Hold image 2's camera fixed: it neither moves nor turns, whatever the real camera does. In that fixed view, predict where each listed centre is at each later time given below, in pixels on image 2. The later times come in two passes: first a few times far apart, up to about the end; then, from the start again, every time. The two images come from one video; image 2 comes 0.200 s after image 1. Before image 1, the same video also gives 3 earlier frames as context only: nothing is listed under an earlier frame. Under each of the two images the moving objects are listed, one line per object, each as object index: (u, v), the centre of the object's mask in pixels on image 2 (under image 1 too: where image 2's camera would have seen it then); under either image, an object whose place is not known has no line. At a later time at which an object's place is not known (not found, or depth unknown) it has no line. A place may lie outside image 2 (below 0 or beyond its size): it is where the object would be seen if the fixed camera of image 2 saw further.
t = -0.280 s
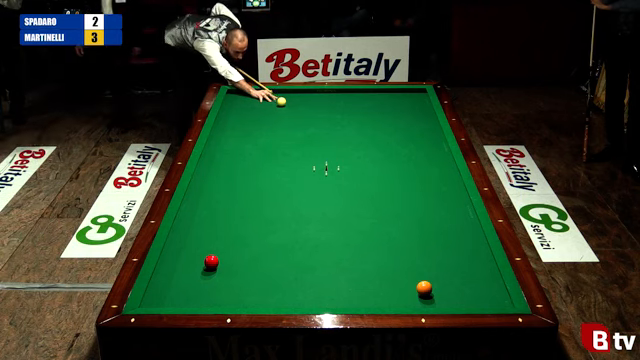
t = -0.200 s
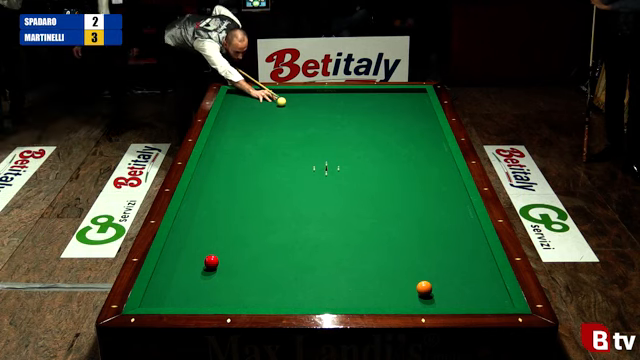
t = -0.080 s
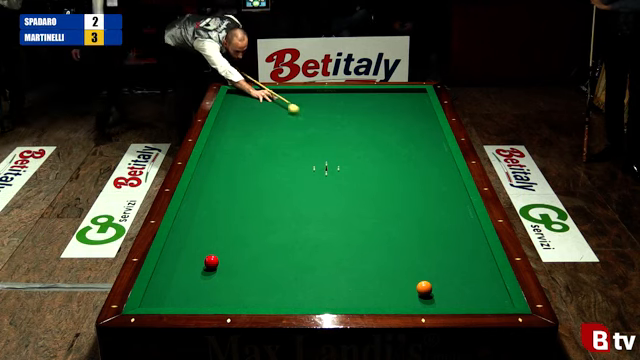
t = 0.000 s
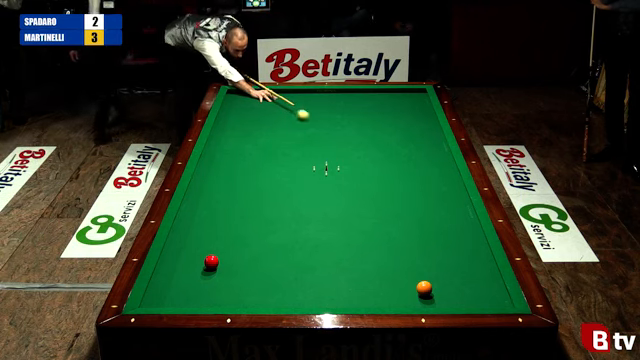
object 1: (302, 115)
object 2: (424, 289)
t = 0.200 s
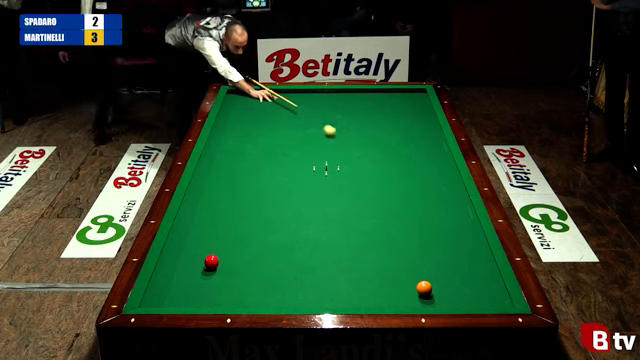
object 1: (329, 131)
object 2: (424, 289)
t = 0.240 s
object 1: (335, 134)
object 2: (424, 289)
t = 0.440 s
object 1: (365, 153)
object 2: (424, 288)
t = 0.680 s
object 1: (407, 178)
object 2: (424, 288)
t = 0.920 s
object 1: (456, 208)
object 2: (424, 289)
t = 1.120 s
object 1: (459, 233)
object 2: (424, 289)
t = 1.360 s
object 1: (445, 264)
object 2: (424, 289)
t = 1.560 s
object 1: (444, 291)
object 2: (412, 292)
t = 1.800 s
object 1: (454, 294)
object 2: (382, 300)
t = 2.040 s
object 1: (457, 279)
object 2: (356, 301)
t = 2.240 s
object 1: (460, 267)
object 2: (336, 298)
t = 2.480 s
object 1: (463, 254)
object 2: (314, 293)
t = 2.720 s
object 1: (465, 242)
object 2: (292, 289)
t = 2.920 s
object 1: (467, 233)
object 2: (276, 285)
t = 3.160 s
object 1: (469, 222)
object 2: (256, 281)
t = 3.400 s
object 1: (468, 213)
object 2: (237, 277)
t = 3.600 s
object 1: (463, 207)
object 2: (223, 275)
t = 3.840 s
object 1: (458, 199)
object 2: (206, 271)
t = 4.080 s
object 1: (452, 192)
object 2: (190, 267)
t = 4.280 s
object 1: (448, 187)
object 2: (177, 264)
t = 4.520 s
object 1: (443, 181)
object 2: (165, 261)
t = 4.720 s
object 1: (439, 176)
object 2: (173, 260)
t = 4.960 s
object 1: (435, 171)
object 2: (182, 258)
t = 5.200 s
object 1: (431, 166)
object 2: (190, 256)
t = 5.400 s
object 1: (428, 162)
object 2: (196, 255)
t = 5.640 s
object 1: (425, 158)
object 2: (203, 253)
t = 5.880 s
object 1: (422, 153)
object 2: (209, 251)
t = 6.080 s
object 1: (419, 150)
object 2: (215, 250)
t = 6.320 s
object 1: (416, 146)
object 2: (221, 250)
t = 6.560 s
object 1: (414, 143)
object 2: (226, 249)
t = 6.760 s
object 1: (412, 140)
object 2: (229, 248)
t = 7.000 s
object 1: (409, 137)
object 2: (234, 247)
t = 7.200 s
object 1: (408, 135)
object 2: (237, 246)
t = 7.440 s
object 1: (405, 132)
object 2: (240, 246)
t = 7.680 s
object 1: (403, 130)
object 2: (243, 245)
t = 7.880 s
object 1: (402, 128)
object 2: (245, 245)
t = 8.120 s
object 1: (400, 126)
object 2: (247, 245)
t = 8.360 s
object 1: (398, 124)
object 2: (248, 245)
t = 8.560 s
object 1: (397, 123)
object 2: (249, 245)
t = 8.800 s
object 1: (396, 121)
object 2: (249, 245)
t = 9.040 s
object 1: (394, 120)
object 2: (249, 245)
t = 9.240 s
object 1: (393, 119)
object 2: (249, 245)
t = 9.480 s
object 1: (392, 117)
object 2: (249, 245)
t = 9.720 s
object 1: (392, 117)
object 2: (249, 245)
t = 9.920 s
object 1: (391, 116)
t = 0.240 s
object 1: (335, 134)
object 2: (424, 289)
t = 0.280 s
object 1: (341, 138)
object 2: (424, 289)
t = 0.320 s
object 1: (347, 142)
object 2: (424, 289)
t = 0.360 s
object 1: (353, 145)
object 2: (424, 289)
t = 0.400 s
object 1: (359, 149)
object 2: (424, 288)
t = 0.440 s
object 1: (365, 153)
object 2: (424, 288)
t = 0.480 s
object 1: (372, 157)
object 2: (424, 288)
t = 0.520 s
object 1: (379, 161)
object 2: (424, 288)
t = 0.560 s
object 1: (385, 165)
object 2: (424, 288)
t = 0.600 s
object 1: (392, 169)
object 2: (424, 288)
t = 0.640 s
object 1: (400, 174)
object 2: (424, 288)
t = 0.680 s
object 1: (407, 178)
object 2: (424, 288)
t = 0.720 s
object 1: (414, 183)
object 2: (424, 288)
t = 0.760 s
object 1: (422, 188)
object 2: (424, 288)
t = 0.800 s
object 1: (430, 193)
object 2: (424, 288)
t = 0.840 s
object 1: (439, 198)
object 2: (424, 288)
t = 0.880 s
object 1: (447, 203)
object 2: (424, 289)
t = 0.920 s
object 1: (456, 208)
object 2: (424, 289)
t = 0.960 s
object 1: (464, 214)
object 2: (424, 288)
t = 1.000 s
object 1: (470, 219)
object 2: (424, 289)
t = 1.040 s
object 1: (466, 223)
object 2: (424, 289)
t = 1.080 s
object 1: (462, 228)
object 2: (424, 288)
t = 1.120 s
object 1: (459, 233)
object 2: (424, 289)
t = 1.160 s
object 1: (456, 238)
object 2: (424, 289)
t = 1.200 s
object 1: (454, 243)
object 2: (424, 288)
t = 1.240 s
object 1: (452, 248)
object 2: (424, 289)
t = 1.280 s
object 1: (450, 253)
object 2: (424, 289)
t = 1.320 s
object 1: (448, 259)
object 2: (424, 289)
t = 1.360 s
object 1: (445, 264)
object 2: (424, 289)
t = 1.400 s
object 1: (443, 270)
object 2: (424, 289)
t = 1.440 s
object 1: (440, 276)
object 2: (424, 289)
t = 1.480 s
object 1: (438, 282)
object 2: (424, 289)
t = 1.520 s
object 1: (440, 287)
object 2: (419, 290)
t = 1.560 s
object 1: (444, 291)
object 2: (412, 292)
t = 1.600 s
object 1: (447, 296)
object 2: (407, 294)
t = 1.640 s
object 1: (450, 299)
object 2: (401, 296)
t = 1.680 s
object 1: (453, 302)
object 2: (397, 297)
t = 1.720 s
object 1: (453, 299)
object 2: (392, 298)
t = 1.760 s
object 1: (453, 297)
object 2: (387, 299)
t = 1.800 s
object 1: (454, 294)
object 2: (382, 300)
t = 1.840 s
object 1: (455, 291)
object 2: (377, 301)
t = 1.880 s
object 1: (455, 289)
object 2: (372, 302)
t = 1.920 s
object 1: (456, 286)
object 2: (368, 302)
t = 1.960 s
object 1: (456, 284)
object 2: (364, 301)
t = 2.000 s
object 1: (457, 281)
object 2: (360, 301)
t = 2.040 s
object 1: (457, 279)
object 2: (356, 301)
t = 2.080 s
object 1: (458, 276)
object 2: (352, 300)
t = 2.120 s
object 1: (458, 274)
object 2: (348, 300)
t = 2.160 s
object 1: (459, 272)
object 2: (344, 299)
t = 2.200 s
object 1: (459, 269)
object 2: (340, 299)
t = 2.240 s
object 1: (460, 267)
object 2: (336, 298)
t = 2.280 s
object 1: (460, 265)
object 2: (332, 298)
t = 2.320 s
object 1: (461, 263)
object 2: (329, 297)
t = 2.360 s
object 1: (461, 260)
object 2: (325, 296)
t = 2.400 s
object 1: (462, 258)
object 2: (321, 295)
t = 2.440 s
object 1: (462, 256)
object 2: (317, 294)
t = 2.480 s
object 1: (463, 254)
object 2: (314, 293)
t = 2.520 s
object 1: (463, 252)
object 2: (310, 292)
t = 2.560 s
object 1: (463, 250)
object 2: (307, 292)
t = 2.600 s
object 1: (464, 248)
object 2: (303, 291)
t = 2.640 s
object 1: (464, 246)
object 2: (299, 290)
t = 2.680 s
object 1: (465, 244)
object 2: (296, 289)
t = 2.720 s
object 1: (465, 242)
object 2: (292, 289)
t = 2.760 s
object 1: (465, 240)
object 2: (289, 288)
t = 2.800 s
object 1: (466, 238)
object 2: (286, 287)
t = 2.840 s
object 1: (466, 236)
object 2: (282, 286)
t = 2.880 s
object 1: (467, 235)
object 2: (279, 286)
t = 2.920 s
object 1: (467, 233)
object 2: (276, 285)
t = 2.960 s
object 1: (467, 231)
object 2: (272, 284)
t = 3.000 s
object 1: (467, 229)
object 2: (269, 284)
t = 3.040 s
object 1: (468, 227)
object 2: (266, 283)
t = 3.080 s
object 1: (468, 226)
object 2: (263, 283)
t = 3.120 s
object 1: (468, 224)
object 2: (259, 282)
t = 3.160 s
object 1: (469, 222)
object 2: (256, 281)
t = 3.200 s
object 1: (469, 221)
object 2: (253, 280)
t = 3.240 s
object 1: (469, 219)
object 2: (250, 280)
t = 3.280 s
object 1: (470, 218)
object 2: (247, 279)
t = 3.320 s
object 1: (470, 216)
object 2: (244, 279)
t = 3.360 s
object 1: (469, 215)
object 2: (240, 278)
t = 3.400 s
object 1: (468, 213)
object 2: (237, 277)
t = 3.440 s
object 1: (467, 212)
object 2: (234, 277)
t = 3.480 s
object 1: (466, 210)
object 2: (232, 276)
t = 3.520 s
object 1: (465, 209)
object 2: (229, 275)
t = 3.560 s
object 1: (464, 208)
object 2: (226, 275)
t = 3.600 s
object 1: (463, 207)
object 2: (223, 275)
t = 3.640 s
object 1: (462, 205)
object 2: (220, 274)
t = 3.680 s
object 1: (461, 204)
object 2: (217, 273)
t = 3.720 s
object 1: (460, 203)
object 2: (214, 272)
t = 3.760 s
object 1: (459, 202)
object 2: (211, 272)
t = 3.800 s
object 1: (458, 200)
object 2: (208, 271)
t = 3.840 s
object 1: (458, 199)
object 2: (206, 271)
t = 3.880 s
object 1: (457, 198)
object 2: (203, 270)
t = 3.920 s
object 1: (456, 197)
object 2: (200, 270)
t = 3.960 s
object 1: (455, 196)
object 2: (198, 269)
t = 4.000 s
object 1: (454, 195)
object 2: (195, 268)
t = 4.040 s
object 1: (453, 194)
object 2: (192, 268)
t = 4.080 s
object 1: (452, 192)
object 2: (190, 267)
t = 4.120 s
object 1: (451, 191)
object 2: (187, 267)
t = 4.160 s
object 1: (450, 190)
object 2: (185, 266)
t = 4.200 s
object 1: (450, 189)
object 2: (182, 265)
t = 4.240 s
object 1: (449, 188)
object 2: (180, 265)
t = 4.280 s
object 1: (448, 187)
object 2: (177, 264)
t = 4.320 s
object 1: (447, 186)
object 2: (175, 264)
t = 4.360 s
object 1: (446, 185)
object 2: (172, 263)
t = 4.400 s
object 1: (446, 184)
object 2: (170, 263)
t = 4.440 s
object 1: (445, 183)
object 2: (168, 263)
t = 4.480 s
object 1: (444, 182)
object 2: (165, 262)
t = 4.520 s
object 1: (443, 181)
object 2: (165, 261)
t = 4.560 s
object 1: (442, 180)
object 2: (167, 261)
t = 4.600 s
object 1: (442, 179)
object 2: (168, 261)
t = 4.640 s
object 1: (441, 178)
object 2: (170, 261)
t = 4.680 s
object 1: (440, 177)
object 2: (171, 260)
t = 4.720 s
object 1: (439, 176)
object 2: (173, 260)
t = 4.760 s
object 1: (439, 175)
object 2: (174, 260)
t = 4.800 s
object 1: (438, 174)
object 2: (176, 259)
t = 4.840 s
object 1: (437, 173)
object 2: (177, 259)
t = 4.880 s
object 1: (437, 172)
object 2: (179, 259)
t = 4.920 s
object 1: (436, 172)
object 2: (180, 258)
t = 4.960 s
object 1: (435, 171)
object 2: (182, 258)
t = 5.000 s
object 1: (435, 170)
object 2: (183, 258)
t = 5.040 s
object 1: (434, 169)
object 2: (184, 257)
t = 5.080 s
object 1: (433, 168)
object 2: (186, 257)
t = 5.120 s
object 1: (432, 167)
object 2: (187, 257)
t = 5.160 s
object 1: (432, 167)
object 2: (189, 256)
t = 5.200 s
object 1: (431, 166)
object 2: (190, 256)
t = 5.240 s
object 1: (431, 165)
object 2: (191, 256)
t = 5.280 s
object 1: (430, 164)
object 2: (192, 256)
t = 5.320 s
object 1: (430, 164)
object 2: (194, 255)
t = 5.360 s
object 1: (429, 163)
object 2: (195, 255)
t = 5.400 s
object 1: (428, 162)
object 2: (196, 255)
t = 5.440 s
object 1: (428, 161)
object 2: (197, 254)
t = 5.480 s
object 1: (427, 161)
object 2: (199, 254)
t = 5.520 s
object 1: (427, 160)
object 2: (200, 254)
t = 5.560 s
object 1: (426, 159)
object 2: (201, 253)
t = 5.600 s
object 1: (426, 158)
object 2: (202, 253)
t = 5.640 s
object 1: (425, 158)
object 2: (203, 253)
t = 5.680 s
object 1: (424, 157)
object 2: (204, 252)
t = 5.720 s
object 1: (424, 156)
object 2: (205, 252)
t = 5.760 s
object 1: (423, 155)
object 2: (206, 252)
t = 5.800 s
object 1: (423, 155)
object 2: (207, 252)
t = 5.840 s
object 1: (422, 154)
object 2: (208, 251)
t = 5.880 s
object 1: (422, 153)
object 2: (209, 251)
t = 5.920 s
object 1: (421, 153)
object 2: (211, 250)
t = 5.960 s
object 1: (421, 152)
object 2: (212, 250)
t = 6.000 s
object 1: (420, 151)
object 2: (213, 250)
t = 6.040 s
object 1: (420, 151)
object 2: (214, 250)
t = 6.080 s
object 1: (419, 150)
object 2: (215, 250)
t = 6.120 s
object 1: (419, 149)
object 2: (216, 250)
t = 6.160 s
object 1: (418, 149)
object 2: (217, 250)
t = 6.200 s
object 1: (418, 148)
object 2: (218, 250)
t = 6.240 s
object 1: (417, 148)
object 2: (219, 250)
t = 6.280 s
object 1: (417, 147)
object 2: (220, 250)
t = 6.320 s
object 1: (416, 146)
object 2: (221, 250)
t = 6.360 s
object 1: (416, 146)
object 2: (221, 249)
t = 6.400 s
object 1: (415, 145)
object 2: (222, 249)
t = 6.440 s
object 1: (415, 145)
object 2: (223, 249)
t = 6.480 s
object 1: (415, 144)
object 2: (224, 249)
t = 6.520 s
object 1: (414, 144)
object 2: (225, 249)
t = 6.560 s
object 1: (414, 143)
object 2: (226, 249)
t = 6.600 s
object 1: (413, 143)
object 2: (226, 249)
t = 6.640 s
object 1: (413, 142)
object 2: (227, 249)
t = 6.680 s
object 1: (412, 142)
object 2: (228, 248)
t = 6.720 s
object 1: (412, 141)
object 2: (229, 248)
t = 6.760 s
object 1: (412, 140)
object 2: (229, 248)
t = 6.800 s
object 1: (411, 140)
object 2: (230, 248)
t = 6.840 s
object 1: (411, 139)
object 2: (231, 248)
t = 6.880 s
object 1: (410, 139)
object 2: (232, 248)
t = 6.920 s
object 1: (410, 139)
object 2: (232, 248)
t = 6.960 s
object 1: (410, 138)
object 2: (233, 247)
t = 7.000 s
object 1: (409, 137)
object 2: (234, 247)
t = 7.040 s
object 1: (409, 137)
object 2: (235, 247)
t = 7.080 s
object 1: (409, 137)
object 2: (235, 247)
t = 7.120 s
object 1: (408, 136)
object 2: (236, 247)
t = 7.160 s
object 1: (408, 136)
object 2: (236, 247)
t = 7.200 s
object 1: (408, 135)
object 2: (237, 246)
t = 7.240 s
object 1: (407, 135)
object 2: (237, 246)
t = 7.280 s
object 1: (407, 134)
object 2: (238, 246)
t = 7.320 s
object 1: (406, 133)
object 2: (239, 246)
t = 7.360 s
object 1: (406, 133)
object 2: (240, 246)
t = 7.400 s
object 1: (406, 133)
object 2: (240, 246)
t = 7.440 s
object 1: (405, 132)
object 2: (240, 246)
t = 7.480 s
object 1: (405, 132)
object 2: (241, 246)
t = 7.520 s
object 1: (405, 131)
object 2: (242, 246)
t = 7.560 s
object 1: (404, 131)
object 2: (242, 245)
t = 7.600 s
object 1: (404, 130)
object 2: (242, 245)
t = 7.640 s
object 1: (404, 130)
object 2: (243, 245)
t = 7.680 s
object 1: (403, 130)
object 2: (243, 245)
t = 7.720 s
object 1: (403, 129)
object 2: (244, 245)
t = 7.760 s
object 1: (403, 129)
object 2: (244, 245)
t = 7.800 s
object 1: (403, 129)
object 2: (244, 245)
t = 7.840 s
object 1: (402, 128)
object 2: (244, 245)
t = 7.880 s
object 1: (402, 128)
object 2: (245, 245)
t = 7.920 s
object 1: (401, 128)
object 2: (245, 245)
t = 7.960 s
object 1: (401, 127)
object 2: (245, 245)
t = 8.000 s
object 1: (401, 127)
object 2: (246, 245)
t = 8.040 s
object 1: (401, 127)
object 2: (246, 245)
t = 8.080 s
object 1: (400, 126)
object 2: (246, 245)
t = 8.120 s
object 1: (400, 126)
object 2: (247, 245)
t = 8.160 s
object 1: (400, 126)
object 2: (247, 245)
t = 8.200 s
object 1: (399, 125)
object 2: (247, 245)
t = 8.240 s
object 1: (399, 125)
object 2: (247, 245)
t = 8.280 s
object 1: (399, 125)
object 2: (248, 245)
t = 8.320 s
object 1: (399, 124)
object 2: (248, 245)
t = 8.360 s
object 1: (398, 124)
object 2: (248, 245)
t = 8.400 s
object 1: (398, 124)
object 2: (248, 245)
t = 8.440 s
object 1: (398, 124)
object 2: (248, 245)
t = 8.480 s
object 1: (398, 123)
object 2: (249, 245)
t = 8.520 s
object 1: (397, 123)
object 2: (249, 245)
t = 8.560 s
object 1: (397, 123)
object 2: (249, 245)
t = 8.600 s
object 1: (397, 123)
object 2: (249, 245)
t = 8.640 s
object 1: (396, 122)
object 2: (249, 245)
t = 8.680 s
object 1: (396, 122)
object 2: (249, 245)
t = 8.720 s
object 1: (396, 122)
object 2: (249, 245)
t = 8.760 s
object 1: (396, 121)
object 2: (249, 245)
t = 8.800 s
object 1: (396, 121)
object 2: (249, 245)
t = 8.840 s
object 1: (395, 121)
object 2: (249, 245)
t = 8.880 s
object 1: (395, 121)
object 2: (249, 245)
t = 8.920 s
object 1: (395, 121)
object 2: (249, 245)
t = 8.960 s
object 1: (395, 120)
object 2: (249, 245)
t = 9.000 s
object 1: (395, 120)
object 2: (249, 245)
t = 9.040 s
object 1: (394, 120)
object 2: (249, 245)
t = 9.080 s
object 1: (394, 120)
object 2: (249, 245)
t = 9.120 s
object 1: (394, 120)
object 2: (249, 245)
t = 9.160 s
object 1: (394, 119)
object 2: (249, 245)
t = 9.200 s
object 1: (393, 119)
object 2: (249, 245)
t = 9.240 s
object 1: (393, 119)
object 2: (249, 245)
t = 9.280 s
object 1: (393, 119)
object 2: (249, 245)
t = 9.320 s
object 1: (393, 119)
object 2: (249, 245)
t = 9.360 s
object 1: (393, 118)
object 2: (249, 245)
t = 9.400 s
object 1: (392, 118)
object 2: (249, 245)
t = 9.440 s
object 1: (392, 118)
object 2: (249, 245)
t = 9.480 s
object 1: (392, 117)
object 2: (249, 245)
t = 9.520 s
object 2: (249, 245)
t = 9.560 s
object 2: (249, 245)
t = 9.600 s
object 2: (249, 245)
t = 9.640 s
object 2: (249, 245)
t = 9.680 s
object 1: (392, 117)
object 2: (249, 245)
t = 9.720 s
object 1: (392, 117)
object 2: (249, 245)
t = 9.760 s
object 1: (392, 117)
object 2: (249, 245)
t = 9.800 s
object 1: (391, 117)
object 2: (249, 245)
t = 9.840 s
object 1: (391, 116)
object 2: (247, 242)
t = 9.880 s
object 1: (391, 116)
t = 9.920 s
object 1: (391, 116)
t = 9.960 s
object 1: (391, 116)
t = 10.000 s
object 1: (391, 116)
